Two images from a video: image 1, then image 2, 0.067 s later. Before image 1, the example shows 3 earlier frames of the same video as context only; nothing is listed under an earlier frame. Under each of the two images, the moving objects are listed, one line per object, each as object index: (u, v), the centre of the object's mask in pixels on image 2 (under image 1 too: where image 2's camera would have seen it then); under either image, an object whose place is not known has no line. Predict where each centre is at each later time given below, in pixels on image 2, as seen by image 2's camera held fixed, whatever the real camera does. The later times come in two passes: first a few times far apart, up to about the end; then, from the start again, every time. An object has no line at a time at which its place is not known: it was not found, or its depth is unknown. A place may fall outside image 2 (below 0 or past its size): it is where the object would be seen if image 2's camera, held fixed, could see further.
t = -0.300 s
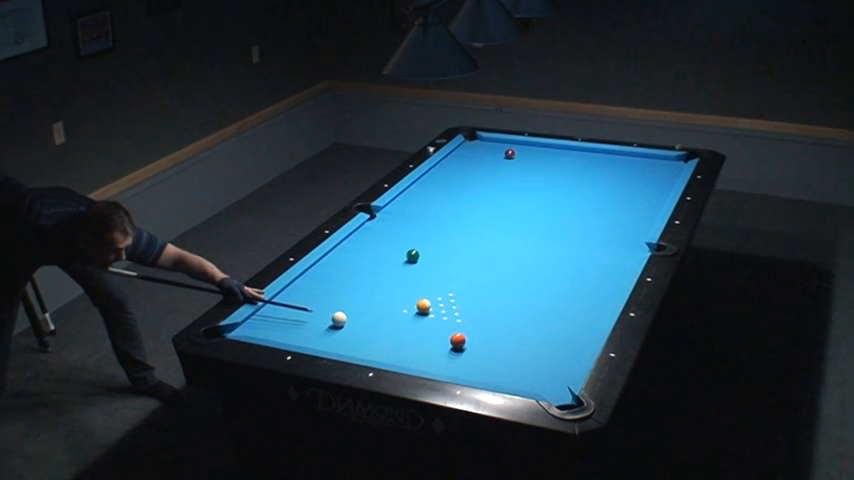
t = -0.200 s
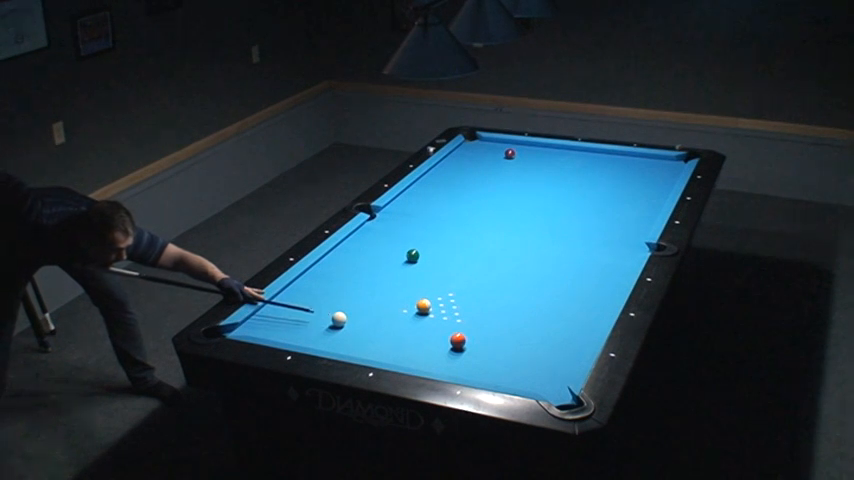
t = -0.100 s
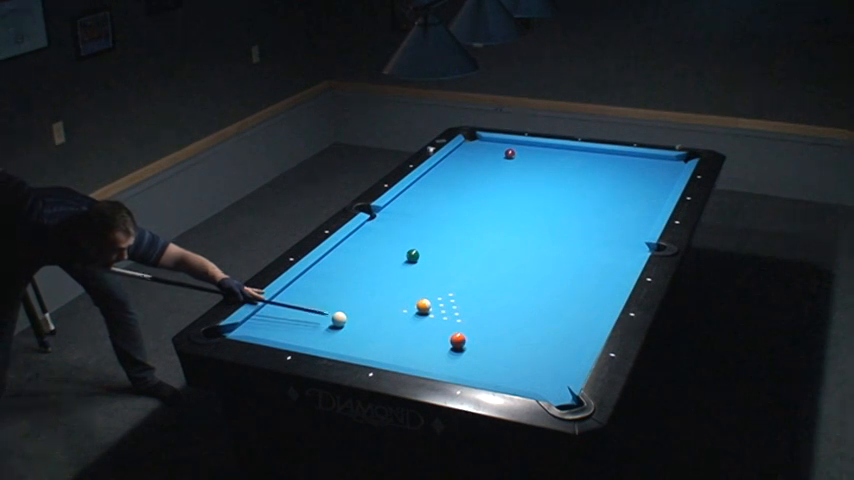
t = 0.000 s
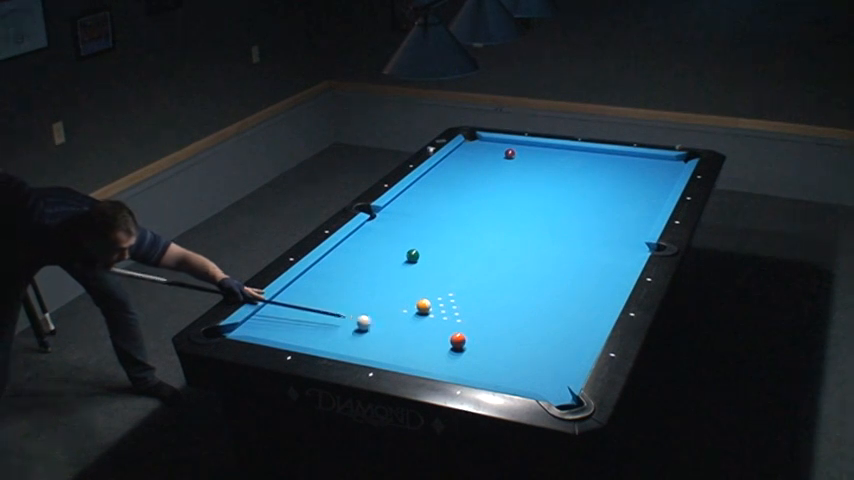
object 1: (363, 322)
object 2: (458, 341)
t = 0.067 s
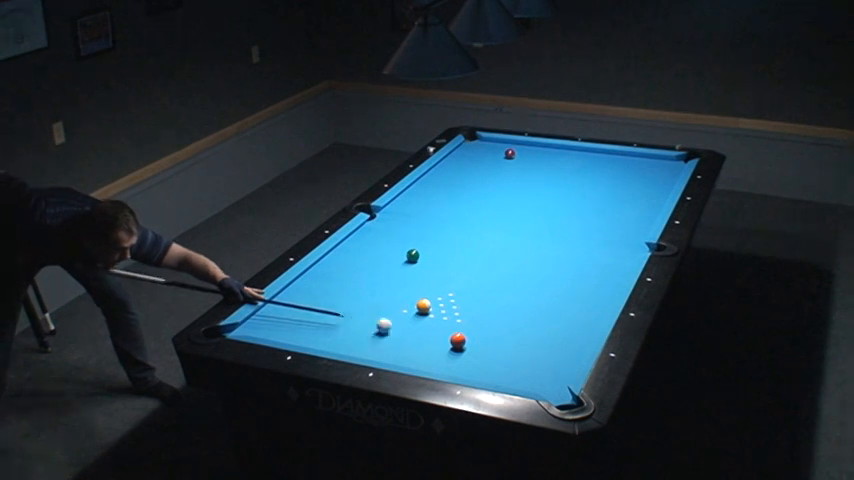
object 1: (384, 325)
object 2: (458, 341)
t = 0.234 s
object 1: (434, 333)
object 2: (458, 341)
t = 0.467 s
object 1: (478, 328)
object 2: (484, 356)
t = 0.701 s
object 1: (516, 322)
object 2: (514, 372)
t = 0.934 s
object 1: (552, 315)
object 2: (543, 386)
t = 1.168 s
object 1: (587, 310)
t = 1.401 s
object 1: (597, 302)
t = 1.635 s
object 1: (586, 293)
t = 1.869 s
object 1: (577, 286)
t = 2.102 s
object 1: (568, 279)
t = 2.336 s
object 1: (560, 272)
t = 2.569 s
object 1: (553, 266)
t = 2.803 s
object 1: (546, 261)
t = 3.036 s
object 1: (540, 256)
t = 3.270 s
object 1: (535, 251)
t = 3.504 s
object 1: (530, 248)
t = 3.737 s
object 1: (526, 244)
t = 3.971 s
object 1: (522, 241)
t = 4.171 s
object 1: (519, 239)
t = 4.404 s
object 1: (516, 236)
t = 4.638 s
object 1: (514, 235)
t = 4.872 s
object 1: (512, 233)
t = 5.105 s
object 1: (510, 232)
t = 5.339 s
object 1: (509, 231)
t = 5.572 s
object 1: (508, 230)
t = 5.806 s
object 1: (508, 230)
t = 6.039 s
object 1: (508, 230)
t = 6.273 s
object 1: (508, 230)
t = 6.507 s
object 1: (508, 230)
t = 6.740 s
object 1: (508, 230)
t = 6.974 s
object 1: (508, 230)
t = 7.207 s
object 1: (508, 230)
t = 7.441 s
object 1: (508, 230)
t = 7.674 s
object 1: (508, 230)
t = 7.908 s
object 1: (508, 230)
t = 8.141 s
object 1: (508, 230)
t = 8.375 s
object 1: (508, 230)
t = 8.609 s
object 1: (508, 230)
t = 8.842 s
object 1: (508, 230)
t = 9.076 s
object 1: (508, 230)
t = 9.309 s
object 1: (508, 230)
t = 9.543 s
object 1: (508, 230)
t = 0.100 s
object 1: (393, 327)
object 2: (458, 341)
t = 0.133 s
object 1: (404, 328)
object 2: (458, 341)
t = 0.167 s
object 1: (414, 329)
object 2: (458, 341)
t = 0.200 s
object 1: (424, 331)
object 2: (458, 341)
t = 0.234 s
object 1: (434, 333)
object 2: (458, 341)
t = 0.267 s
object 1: (444, 333)
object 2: (457, 340)
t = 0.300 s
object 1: (450, 333)
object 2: (461, 342)
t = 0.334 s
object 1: (456, 332)
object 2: (467, 346)
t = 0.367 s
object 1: (461, 331)
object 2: (472, 348)
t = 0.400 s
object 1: (467, 330)
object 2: (476, 351)
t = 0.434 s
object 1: (472, 329)
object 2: (480, 353)
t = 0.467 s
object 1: (478, 328)
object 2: (484, 356)
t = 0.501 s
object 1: (483, 327)
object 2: (489, 359)
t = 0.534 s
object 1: (489, 326)
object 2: (493, 360)
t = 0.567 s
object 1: (494, 325)
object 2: (497, 363)
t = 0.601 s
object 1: (500, 324)
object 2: (501, 365)
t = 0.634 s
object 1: (505, 323)
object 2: (505, 368)
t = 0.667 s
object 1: (511, 322)
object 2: (509, 369)
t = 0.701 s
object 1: (516, 322)
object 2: (514, 372)
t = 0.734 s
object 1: (521, 321)
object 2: (518, 374)
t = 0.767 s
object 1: (526, 320)
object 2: (522, 376)
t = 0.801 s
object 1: (531, 319)
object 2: (526, 378)
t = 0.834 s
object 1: (537, 318)
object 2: (530, 381)
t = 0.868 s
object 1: (542, 317)
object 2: (535, 382)
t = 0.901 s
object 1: (547, 316)
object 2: (539, 384)
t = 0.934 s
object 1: (552, 315)
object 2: (543, 386)
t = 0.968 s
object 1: (557, 315)
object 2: (548, 389)
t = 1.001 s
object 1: (562, 314)
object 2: (552, 391)
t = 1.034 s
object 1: (567, 313)
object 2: (556, 393)
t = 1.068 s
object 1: (572, 313)
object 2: (560, 396)
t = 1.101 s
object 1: (577, 312)
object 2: (564, 399)
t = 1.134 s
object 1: (582, 311)
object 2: (569, 404)
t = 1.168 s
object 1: (587, 310)
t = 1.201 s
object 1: (591, 309)
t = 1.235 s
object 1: (596, 308)
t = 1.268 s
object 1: (600, 307)
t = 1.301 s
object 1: (601, 306)
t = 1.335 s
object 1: (600, 305)
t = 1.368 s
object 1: (598, 304)
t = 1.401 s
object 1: (597, 302)
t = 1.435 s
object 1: (595, 301)
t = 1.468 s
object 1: (594, 300)
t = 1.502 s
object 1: (592, 298)
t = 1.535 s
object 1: (591, 297)
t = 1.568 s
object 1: (589, 296)
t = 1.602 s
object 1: (588, 295)
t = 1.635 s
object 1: (586, 293)
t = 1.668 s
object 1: (585, 292)
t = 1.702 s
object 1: (584, 291)
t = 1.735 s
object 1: (582, 290)
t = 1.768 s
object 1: (581, 289)
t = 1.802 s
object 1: (579, 288)
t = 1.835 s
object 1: (578, 287)
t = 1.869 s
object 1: (577, 286)
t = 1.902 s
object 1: (576, 284)
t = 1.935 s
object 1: (575, 284)
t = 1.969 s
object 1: (573, 283)
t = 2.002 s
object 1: (572, 282)
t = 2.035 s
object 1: (571, 281)
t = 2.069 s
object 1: (569, 280)
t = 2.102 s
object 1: (568, 279)
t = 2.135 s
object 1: (567, 278)
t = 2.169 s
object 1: (566, 277)
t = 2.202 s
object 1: (565, 276)
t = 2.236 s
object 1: (564, 275)
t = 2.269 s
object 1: (562, 274)
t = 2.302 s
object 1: (561, 273)
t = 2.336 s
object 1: (560, 272)
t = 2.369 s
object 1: (559, 271)
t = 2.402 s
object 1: (558, 270)
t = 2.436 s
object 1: (557, 269)
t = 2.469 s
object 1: (556, 269)
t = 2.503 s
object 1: (555, 268)
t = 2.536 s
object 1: (554, 267)
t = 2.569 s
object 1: (553, 266)
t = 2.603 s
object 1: (552, 265)
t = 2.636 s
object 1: (551, 264)
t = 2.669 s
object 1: (550, 264)
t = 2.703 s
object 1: (549, 263)
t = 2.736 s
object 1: (548, 262)
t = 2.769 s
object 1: (547, 261)
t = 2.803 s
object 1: (546, 261)
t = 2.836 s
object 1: (545, 260)
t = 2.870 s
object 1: (544, 259)
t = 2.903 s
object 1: (543, 259)
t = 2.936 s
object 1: (543, 258)
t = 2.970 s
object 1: (542, 257)
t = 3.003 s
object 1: (541, 257)
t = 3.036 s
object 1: (540, 256)
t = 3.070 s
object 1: (539, 255)
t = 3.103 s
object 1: (539, 255)
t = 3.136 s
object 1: (538, 254)
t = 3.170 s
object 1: (537, 253)
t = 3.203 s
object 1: (536, 253)
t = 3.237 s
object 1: (535, 252)
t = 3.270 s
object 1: (535, 251)
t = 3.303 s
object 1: (534, 251)
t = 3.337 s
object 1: (533, 250)
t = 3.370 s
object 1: (532, 250)
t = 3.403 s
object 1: (532, 249)
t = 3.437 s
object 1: (531, 249)
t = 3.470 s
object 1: (531, 248)
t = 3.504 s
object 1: (530, 248)
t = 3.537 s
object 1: (529, 247)
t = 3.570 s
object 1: (529, 246)
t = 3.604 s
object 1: (528, 246)
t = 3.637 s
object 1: (527, 246)
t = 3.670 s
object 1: (527, 245)
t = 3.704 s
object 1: (526, 245)
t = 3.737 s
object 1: (526, 244)
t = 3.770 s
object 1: (525, 244)
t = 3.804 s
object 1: (525, 243)
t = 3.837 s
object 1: (524, 243)
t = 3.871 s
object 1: (523, 242)
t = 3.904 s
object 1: (523, 242)
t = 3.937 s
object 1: (522, 242)
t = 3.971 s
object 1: (522, 241)
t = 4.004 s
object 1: (521, 240)
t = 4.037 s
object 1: (521, 240)
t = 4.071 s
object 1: (520, 240)
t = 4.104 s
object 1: (520, 239)
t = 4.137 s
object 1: (519, 239)
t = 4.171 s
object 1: (519, 239)
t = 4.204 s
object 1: (518, 238)
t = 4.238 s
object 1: (518, 238)
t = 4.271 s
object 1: (518, 238)
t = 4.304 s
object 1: (517, 237)
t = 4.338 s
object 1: (517, 237)
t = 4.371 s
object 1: (516, 237)
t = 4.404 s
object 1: (516, 236)
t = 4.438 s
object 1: (516, 236)
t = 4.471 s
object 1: (515, 236)
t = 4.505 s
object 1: (515, 236)
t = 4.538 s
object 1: (514, 235)
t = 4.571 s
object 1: (514, 235)
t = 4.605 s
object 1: (514, 235)
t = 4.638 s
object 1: (514, 235)
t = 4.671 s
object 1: (513, 234)
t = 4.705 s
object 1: (513, 234)
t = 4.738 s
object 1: (513, 234)
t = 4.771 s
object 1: (512, 234)
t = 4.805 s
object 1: (512, 233)
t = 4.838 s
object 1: (512, 233)
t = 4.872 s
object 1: (512, 233)
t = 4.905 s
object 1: (511, 232)
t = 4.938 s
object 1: (511, 232)
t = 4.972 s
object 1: (511, 232)
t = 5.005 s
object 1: (510, 232)
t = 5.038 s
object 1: (510, 232)
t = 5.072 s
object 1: (510, 232)
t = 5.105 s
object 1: (510, 232)
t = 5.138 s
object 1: (510, 231)
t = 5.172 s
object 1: (510, 231)
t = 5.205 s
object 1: (510, 231)
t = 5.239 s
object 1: (509, 231)
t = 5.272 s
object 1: (509, 231)
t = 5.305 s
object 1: (509, 231)
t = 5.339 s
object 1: (509, 231)
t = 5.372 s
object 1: (509, 231)
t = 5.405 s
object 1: (509, 231)
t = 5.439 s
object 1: (509, 230)
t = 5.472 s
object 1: (509, 230)
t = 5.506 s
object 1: (509, 230)
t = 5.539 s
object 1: (508, 230)
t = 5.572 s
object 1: (508, 230)
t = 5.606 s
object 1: (508, 230)
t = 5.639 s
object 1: (508, 230)
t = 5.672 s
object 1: (508, 230)
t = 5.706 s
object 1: (508, 230)
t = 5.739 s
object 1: (508, 230)
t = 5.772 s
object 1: (508, 230)
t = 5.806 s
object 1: (508, 230)
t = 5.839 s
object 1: (508, 230)
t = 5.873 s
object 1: (508, 230)
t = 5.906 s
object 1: (508, 230)
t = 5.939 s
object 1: (508, 230)
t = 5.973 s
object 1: (508, 230)
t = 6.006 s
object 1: (508, 230)
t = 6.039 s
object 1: (508, 230)
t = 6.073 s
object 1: (508, 230)
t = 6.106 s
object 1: (508, 230)
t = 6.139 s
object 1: (508, 230)
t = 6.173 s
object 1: (508, 230)
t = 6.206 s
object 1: (508, 230)
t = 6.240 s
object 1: (508, 230)
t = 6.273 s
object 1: (508, 230)
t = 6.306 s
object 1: (508, 230)
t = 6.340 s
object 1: (508, 230)
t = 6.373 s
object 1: (508, 230)
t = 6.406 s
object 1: (508, 230)
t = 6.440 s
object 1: (508, 230)
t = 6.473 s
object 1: (508, 230)
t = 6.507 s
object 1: (508, 230)
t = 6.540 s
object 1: (508, 230)
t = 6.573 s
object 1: (508, 230)
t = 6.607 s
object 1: (508, 230)
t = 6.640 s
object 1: (508, 230)
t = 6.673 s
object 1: (508, 230)
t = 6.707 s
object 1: (508, 230)
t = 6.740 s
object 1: (508, 230)
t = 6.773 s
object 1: (508, 230)
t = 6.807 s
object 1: (508, 230)
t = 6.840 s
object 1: (508, 230)
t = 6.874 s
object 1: (508, 230)
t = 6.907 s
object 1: (508, 230)
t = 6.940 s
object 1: (508, 230)
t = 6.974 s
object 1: (508, 230)
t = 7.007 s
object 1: (508, 230)
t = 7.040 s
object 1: (508, 230)
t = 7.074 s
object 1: (508, 230)
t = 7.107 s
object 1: (508, 230)
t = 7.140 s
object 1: (508, 230)
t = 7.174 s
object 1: (508, 230)
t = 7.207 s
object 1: (508, 230)
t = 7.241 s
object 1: (508, 230)
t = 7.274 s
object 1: (508, 230)
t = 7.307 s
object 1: (508, 230)
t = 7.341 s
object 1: (508, 230)
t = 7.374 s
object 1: (508, 230)
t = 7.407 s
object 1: (508, 230)
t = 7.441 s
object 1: (508, 230)
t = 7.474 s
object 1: (508, 230)
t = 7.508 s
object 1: (508, 230)
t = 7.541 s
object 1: (508, 230)
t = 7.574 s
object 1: (508, 230)
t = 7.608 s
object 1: (508, 230)
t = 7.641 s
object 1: (508, 230)
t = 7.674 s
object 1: (508, 230)
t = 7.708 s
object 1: (508, 230)
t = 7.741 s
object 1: (508, 230)
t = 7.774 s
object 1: (508, 230)
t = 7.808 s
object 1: (508, 230)
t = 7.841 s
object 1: (508, 230)
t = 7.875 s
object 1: (508, 230)
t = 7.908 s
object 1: (508, 230)
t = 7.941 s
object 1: (508, 230)
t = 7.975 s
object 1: (508, 230)
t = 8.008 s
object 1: (508, 230)
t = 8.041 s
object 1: (508, 230)
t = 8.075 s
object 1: (508, 230)
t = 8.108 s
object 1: (508, 230)
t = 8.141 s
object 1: (508, 230)
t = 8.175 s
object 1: (508, 230)
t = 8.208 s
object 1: (508, 230)
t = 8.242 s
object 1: (508, 230)
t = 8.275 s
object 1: (508, 230)
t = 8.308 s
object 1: (508, 230)
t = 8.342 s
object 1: (508, 230)
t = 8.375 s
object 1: (508, 230)
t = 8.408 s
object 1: (508, 230)
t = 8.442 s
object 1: (508, 230)
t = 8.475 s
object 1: (508, 230)
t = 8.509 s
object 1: (508, 230)
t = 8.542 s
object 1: (508, 230)
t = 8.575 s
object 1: (508, 230)
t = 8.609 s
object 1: (508, 230)
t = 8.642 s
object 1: (508, 230)
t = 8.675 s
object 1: (508, 230)
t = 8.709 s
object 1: (508, 230)
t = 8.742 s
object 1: (508, 230)
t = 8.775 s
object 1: (508, 230)
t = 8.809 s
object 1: (508, 230)
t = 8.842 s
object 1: (508, 230)
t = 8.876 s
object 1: (508, 230)
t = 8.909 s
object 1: (508, 230)
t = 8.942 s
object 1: (508, 230)
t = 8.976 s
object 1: (508, 230)
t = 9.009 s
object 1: (508, 230)
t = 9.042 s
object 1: (508, 230)
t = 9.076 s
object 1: (508, 230)
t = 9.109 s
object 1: (508, 230)
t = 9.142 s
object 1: (508, 230)
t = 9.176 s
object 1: (508, 230)
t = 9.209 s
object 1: (508, 230)
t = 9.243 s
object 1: (508, 230)
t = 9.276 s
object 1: (508, 230)
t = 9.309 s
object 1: (508, 230)
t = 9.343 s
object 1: (508, 230)
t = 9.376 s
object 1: (508, 230)
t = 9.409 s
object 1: (508, 230)
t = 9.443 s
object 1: (508, 230)
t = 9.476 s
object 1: (508, 230)
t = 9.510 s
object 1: (508, 230)
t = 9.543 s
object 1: (508, 230)
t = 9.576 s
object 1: (508, 230)
